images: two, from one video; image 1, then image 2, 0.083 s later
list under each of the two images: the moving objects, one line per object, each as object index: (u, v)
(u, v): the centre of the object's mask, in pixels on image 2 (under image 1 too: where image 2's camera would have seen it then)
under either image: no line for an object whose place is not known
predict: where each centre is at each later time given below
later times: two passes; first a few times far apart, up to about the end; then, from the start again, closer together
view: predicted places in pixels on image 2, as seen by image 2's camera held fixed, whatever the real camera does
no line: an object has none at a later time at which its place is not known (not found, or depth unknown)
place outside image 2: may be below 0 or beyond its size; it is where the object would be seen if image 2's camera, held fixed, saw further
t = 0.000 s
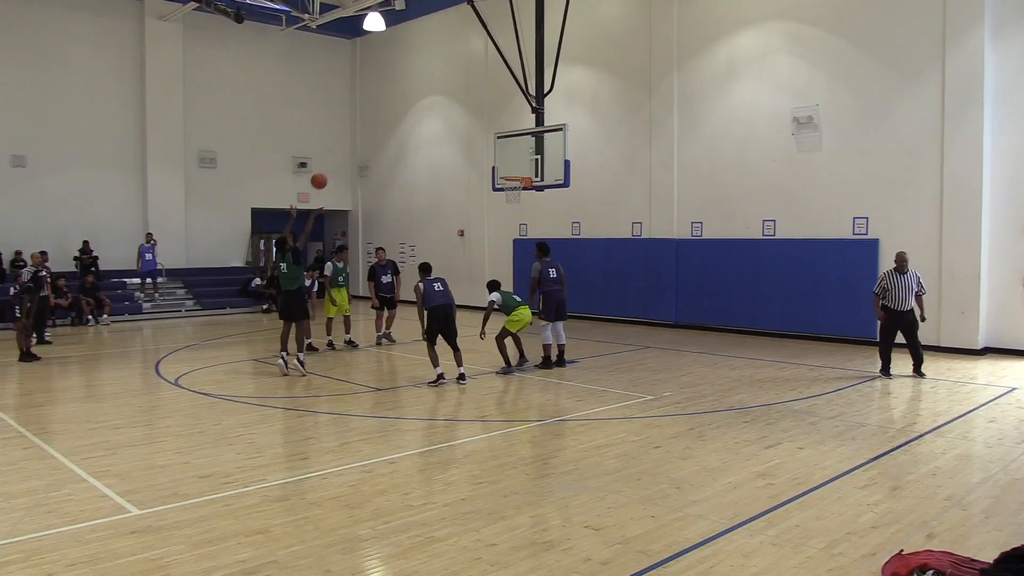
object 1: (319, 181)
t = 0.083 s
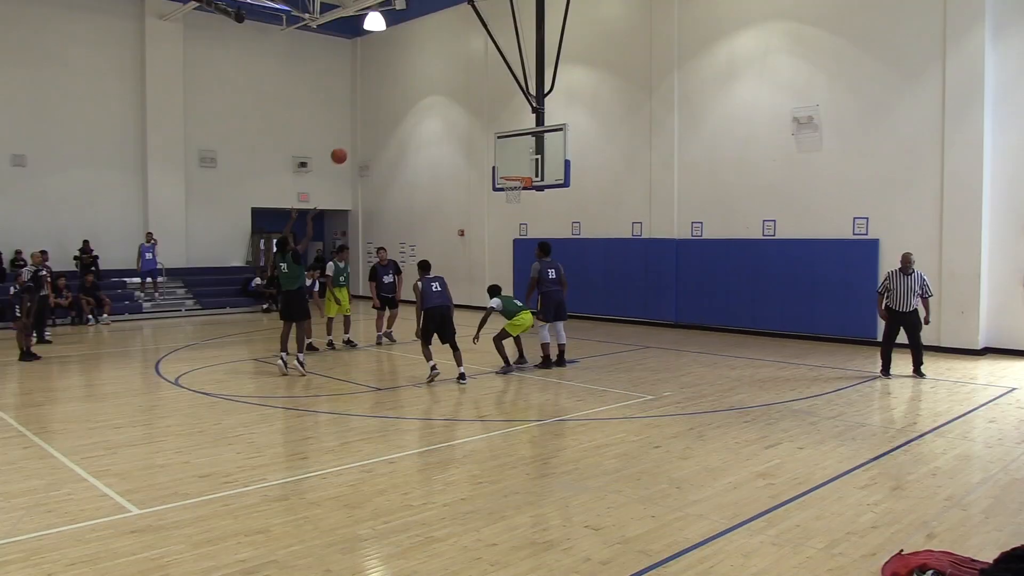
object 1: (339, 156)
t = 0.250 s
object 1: (376, 122)
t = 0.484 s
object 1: (424, 107)
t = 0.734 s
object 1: (470, 127)
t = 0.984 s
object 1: (511, 178)
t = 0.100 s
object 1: (342, 152)
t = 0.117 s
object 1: (346, 147)
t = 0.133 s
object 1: (350, 144)
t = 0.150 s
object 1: (354, 140)
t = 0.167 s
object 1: (358, 136)
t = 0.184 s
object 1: (361, 133)
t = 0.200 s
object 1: (365, 130)
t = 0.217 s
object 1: (369, 127)
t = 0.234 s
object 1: (373, 125)
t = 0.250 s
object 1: (376, 122)
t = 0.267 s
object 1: (380, 120)
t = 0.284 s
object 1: (383, 118)
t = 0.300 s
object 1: (387, 116)
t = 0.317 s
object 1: (391, 114)
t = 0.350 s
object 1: (398, 112)
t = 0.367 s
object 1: (401, 110)
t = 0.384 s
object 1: (404, 109)
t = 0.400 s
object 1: (408, 109)
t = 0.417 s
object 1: (411, 108)
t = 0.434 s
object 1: (414, 107)
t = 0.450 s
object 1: (418, 107)
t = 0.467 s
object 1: (421, 107)
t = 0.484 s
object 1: (424, 107)
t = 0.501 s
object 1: (427, 107)
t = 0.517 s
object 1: (431, 108)
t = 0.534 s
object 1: (434, 108)
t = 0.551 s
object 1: (437, 109)
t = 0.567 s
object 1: (440, 110)
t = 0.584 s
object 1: (443, 111)
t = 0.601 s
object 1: (446, 112)
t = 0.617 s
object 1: (449, 114)
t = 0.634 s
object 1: (452, 115)
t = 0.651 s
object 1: (455, 117)
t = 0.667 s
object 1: (458, 119)
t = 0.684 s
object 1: (461, 120)
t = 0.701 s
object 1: (464, 123)
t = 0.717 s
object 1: (467, 125)
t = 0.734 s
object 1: (470, 127)
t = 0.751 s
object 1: (473, 130)
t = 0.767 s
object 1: (476, 132)
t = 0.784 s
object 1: (479, 135)
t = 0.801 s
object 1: (481, 138)
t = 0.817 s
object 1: (484, 141)
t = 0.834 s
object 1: (487, 145)
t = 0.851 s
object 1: (490, 147)
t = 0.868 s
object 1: (492, 151)
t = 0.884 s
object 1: (495, 155)
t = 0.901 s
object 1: (498, 158)
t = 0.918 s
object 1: (500, 162)
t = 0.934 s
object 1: (503, 166)
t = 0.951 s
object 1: (506, 170)
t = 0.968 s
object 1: (508, 173)
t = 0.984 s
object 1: (511, 178)
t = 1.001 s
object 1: (513, 182)
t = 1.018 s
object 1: (516, 186)
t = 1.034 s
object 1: (516, 189)
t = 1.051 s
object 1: (518, 190)
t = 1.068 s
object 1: (519, 191)
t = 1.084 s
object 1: (520, 192)
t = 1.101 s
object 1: (521, 193)
